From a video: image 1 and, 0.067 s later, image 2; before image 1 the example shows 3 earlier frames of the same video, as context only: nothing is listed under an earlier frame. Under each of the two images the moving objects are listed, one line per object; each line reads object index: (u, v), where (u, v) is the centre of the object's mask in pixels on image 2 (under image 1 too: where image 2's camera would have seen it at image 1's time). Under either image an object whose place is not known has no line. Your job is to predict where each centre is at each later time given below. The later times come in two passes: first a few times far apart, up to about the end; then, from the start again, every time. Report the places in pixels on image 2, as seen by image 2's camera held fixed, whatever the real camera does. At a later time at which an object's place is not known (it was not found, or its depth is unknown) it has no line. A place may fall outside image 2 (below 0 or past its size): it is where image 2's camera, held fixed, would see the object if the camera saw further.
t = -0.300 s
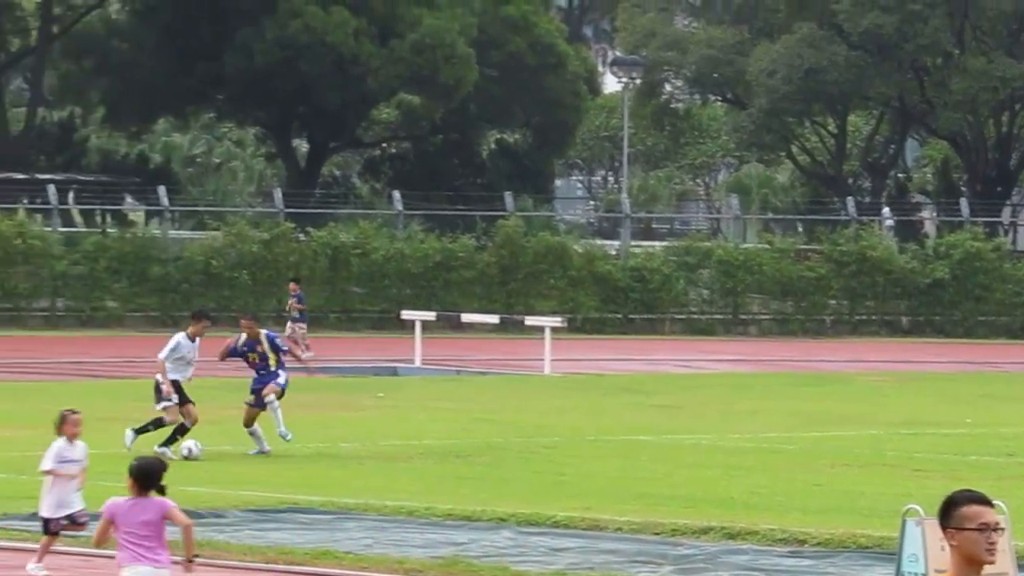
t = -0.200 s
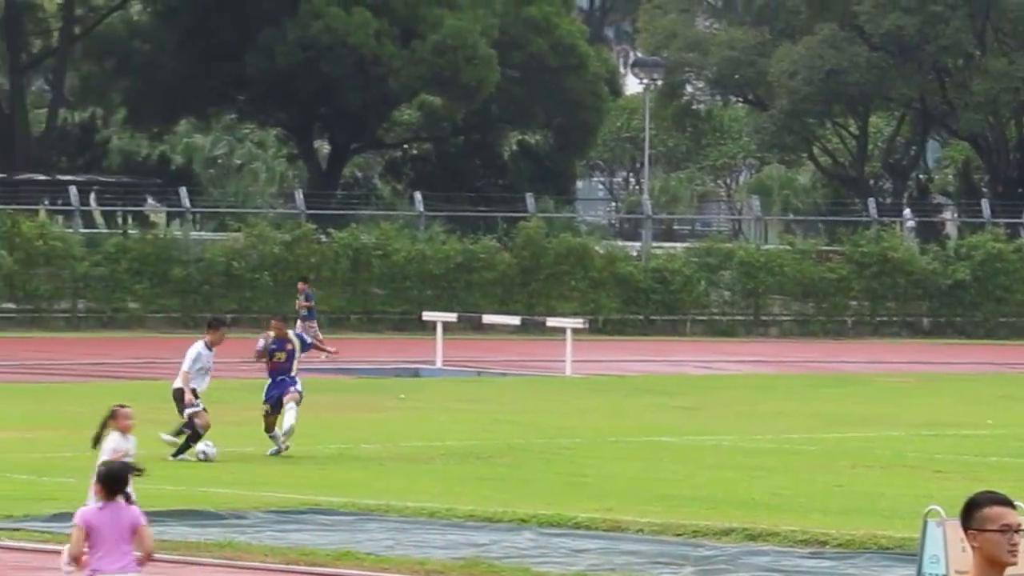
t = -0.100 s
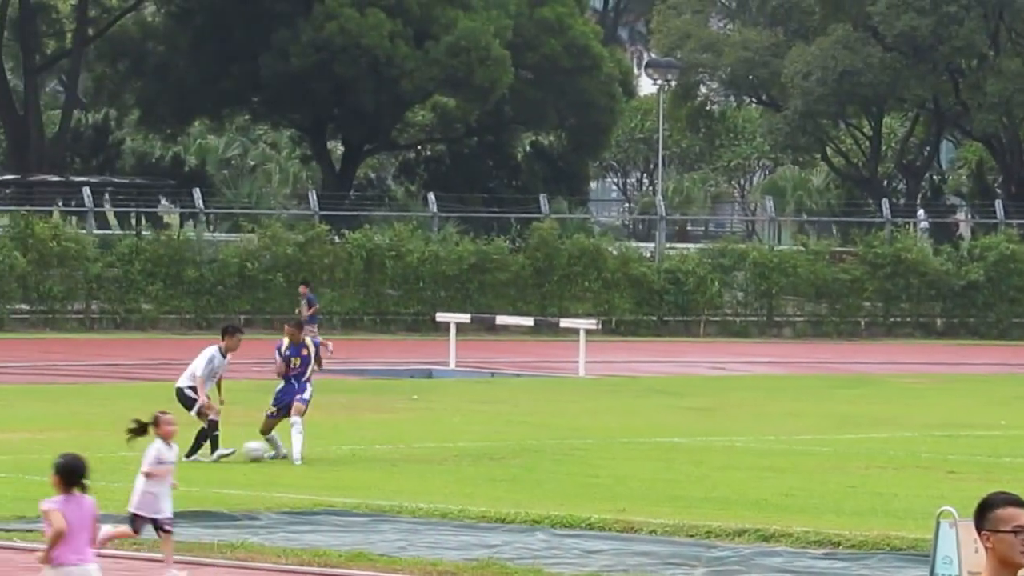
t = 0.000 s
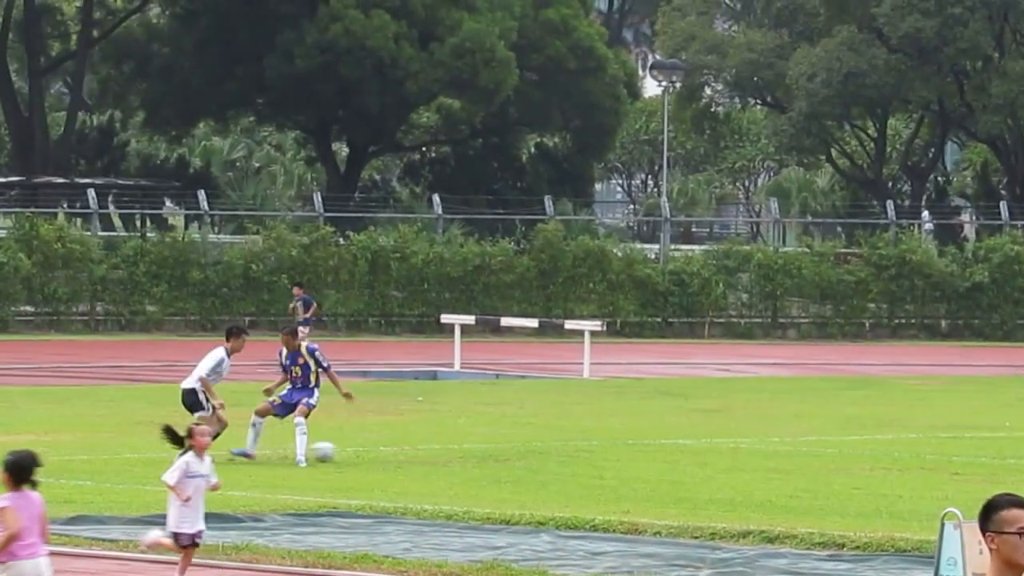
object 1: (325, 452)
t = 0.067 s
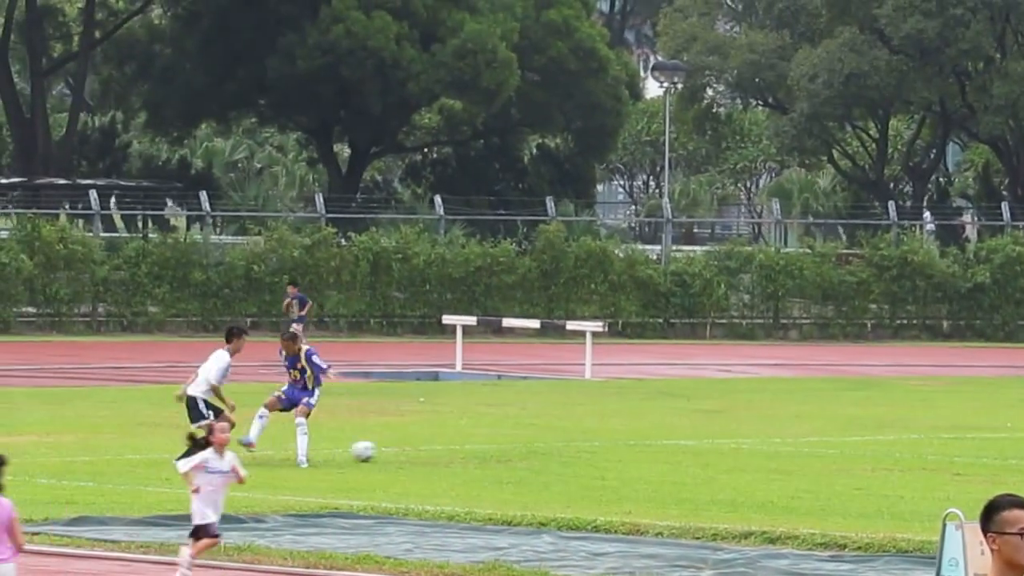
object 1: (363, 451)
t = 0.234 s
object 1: (447, 450)
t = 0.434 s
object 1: (526, 448)
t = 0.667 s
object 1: (607, 446)
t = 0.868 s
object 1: (671, 447)
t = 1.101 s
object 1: (741, 447)
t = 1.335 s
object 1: (805, 446)
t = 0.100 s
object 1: (381, 451)
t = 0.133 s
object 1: (398, 450)
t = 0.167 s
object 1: (415, 450)
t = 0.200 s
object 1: (432, 451)
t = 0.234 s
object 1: (447, 450)
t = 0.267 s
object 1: (461, 449)
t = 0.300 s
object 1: (475, 449)
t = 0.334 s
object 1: (488, 449)
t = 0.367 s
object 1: (503, 450)
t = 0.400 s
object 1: (515, 450)
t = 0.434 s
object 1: (526, 448)
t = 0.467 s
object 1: (538, 447)
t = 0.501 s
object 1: (550, 448)
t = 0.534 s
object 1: (561, 449)
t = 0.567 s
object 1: (573, 449)
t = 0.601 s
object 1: (584, 448)
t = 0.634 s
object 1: (596, 446)
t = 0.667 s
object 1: (607, 446)
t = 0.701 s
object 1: (618, 446)
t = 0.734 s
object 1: (629, 448)
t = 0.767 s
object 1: (640, 448)
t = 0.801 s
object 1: (650, 447)
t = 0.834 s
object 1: (661, 446)
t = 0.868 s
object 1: (671, 447)
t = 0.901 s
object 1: (682, 447)
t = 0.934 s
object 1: (692, 448)
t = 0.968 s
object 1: (702, 448)
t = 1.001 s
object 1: (712, 447)
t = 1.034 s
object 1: (721, 447)
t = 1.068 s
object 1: (731, 447)
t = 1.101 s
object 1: (741, 447)
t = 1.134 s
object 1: (751, 447)
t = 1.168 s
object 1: (760, 447)
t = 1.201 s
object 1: (770, 447)
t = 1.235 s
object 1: (779, 447)
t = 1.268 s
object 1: (788, 446)
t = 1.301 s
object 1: (796, 446)
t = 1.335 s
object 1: (805, 446)
